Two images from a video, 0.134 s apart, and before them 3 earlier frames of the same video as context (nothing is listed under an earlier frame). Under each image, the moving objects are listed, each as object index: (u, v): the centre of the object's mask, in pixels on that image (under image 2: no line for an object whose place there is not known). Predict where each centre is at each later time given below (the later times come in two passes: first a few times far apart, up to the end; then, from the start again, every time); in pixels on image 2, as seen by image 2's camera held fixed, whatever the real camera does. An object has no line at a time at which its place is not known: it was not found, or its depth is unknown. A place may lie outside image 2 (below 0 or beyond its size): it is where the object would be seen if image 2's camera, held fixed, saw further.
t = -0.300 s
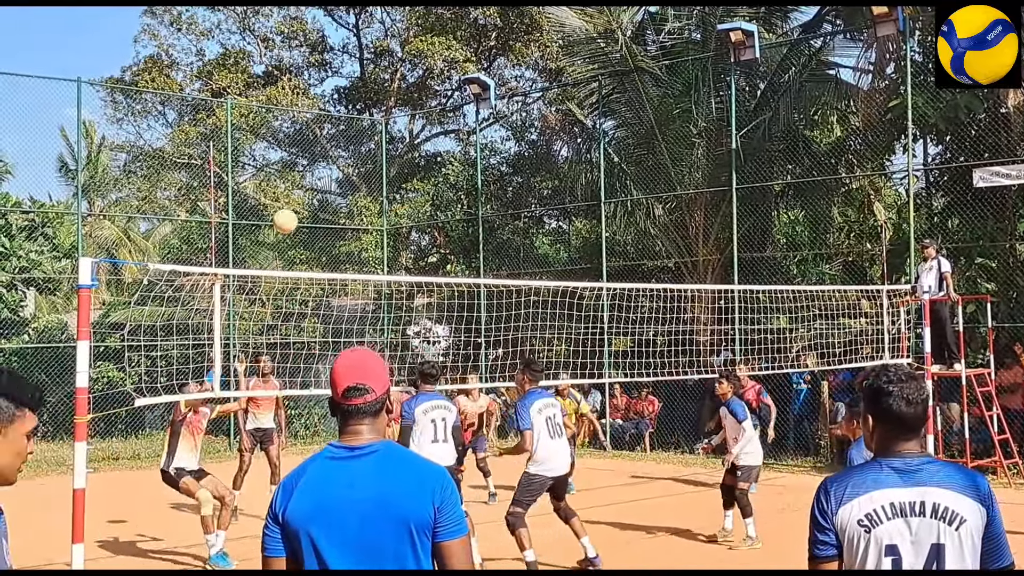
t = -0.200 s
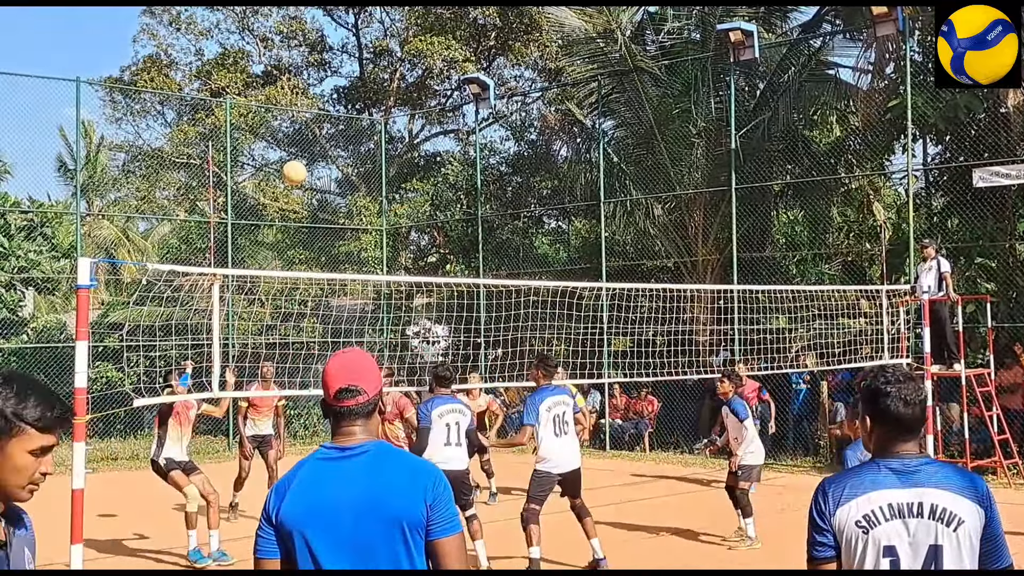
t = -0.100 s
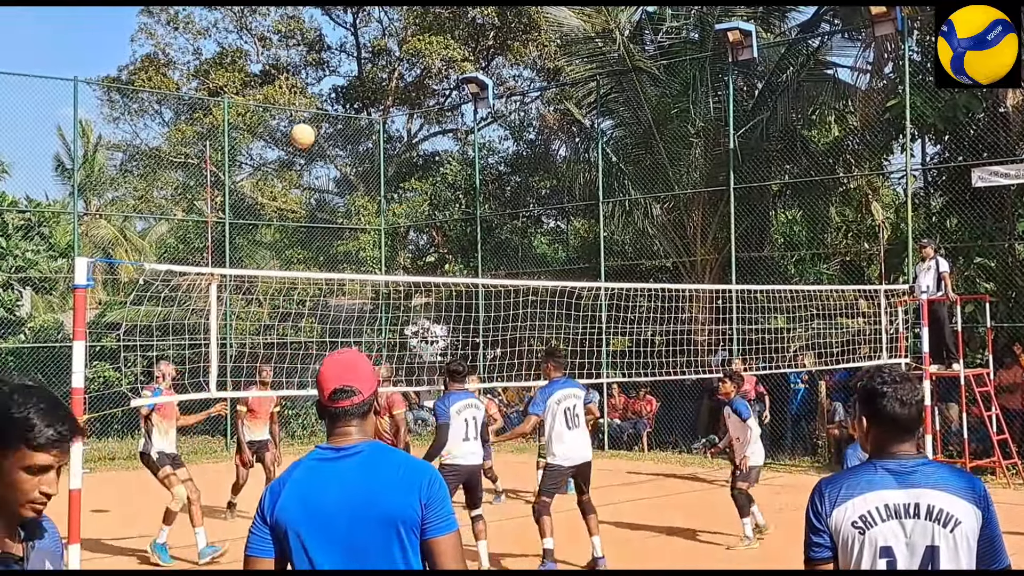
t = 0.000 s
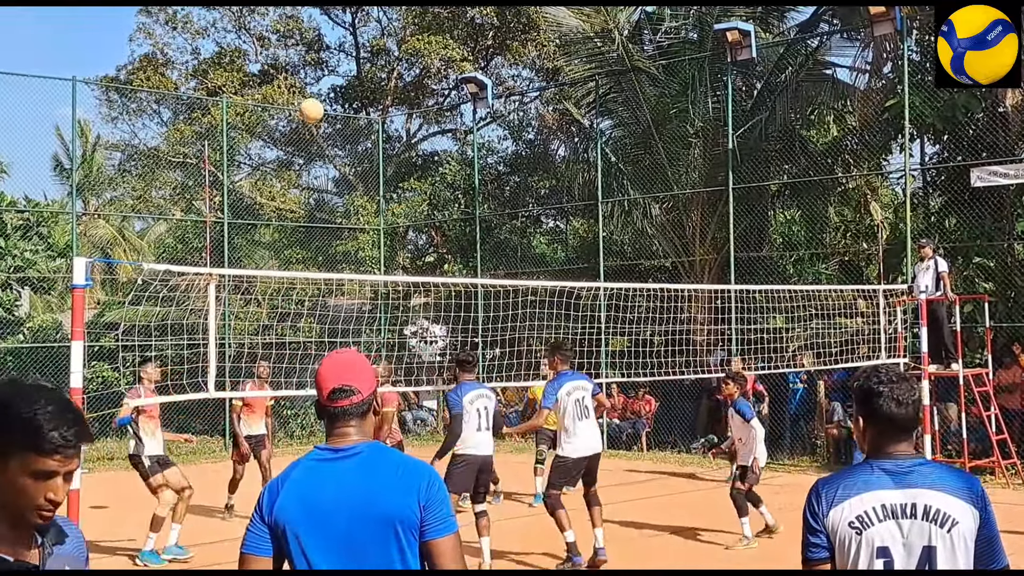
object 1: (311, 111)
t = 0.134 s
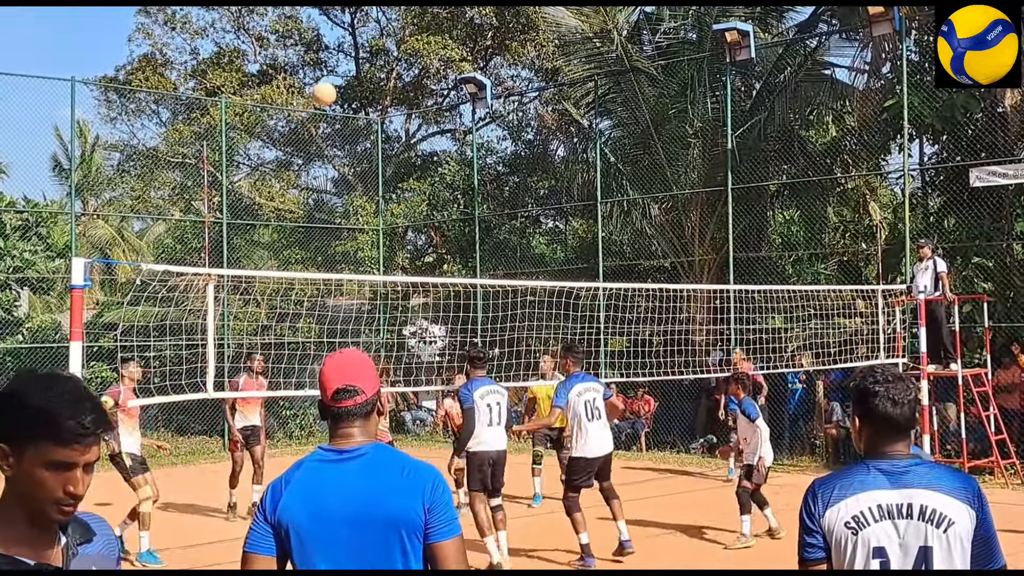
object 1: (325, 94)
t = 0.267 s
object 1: (338, 96)
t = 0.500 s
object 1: (363, 145)
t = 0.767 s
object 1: (390, 264)
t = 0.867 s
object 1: (400, 325)
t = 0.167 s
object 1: (327, 94)
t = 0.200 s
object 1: (330, 93)
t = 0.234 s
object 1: (334, 94)
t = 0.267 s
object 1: (338, 96)
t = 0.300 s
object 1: (341, 100)
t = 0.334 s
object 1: (345, 104)
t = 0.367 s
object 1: (349, 110)
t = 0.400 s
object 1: (352, 117)
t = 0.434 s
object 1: (355, 125)
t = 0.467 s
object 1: (359, 134)
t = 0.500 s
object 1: (363, 145)
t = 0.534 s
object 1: (366, 156)
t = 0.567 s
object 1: (369, 168)
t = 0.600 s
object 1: (373, 182)
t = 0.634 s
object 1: (377, 196)
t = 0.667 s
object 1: (381, 211)
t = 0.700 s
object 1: (384, 228)
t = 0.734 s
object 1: (387, 246)
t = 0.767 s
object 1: (390, 264)
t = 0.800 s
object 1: (394, 284)
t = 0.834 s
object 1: (397, 303)
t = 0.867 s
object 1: (400, 325)
